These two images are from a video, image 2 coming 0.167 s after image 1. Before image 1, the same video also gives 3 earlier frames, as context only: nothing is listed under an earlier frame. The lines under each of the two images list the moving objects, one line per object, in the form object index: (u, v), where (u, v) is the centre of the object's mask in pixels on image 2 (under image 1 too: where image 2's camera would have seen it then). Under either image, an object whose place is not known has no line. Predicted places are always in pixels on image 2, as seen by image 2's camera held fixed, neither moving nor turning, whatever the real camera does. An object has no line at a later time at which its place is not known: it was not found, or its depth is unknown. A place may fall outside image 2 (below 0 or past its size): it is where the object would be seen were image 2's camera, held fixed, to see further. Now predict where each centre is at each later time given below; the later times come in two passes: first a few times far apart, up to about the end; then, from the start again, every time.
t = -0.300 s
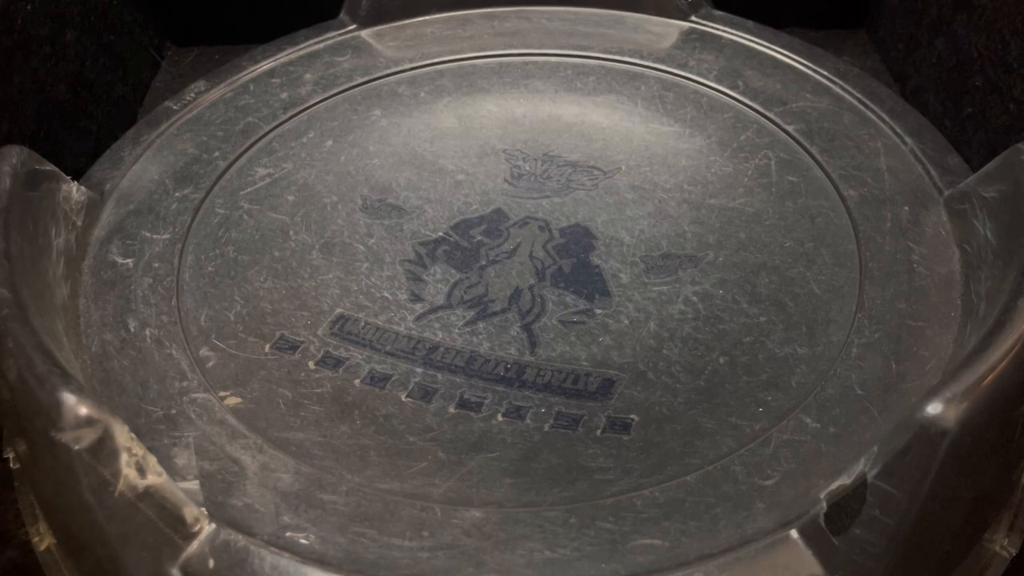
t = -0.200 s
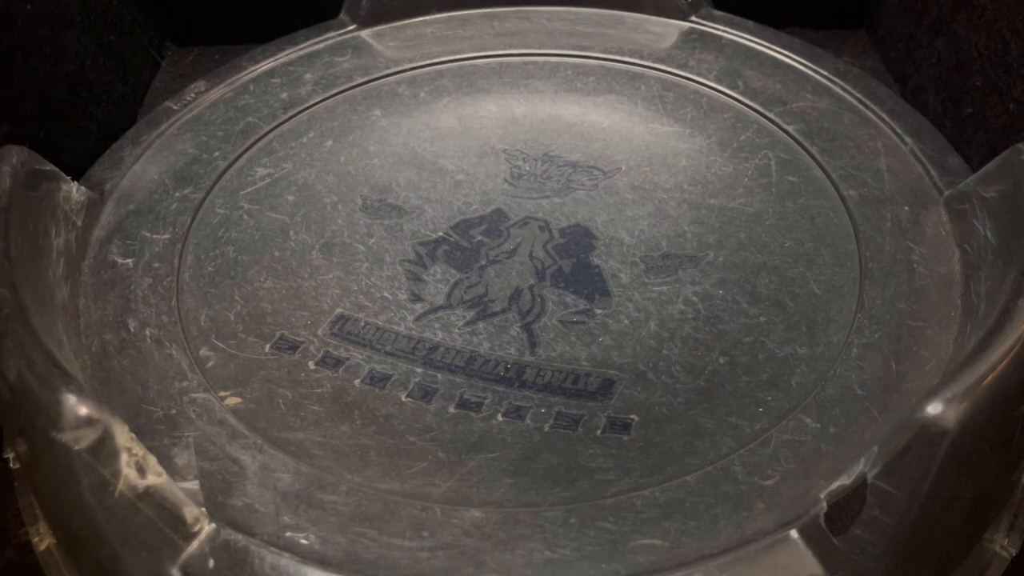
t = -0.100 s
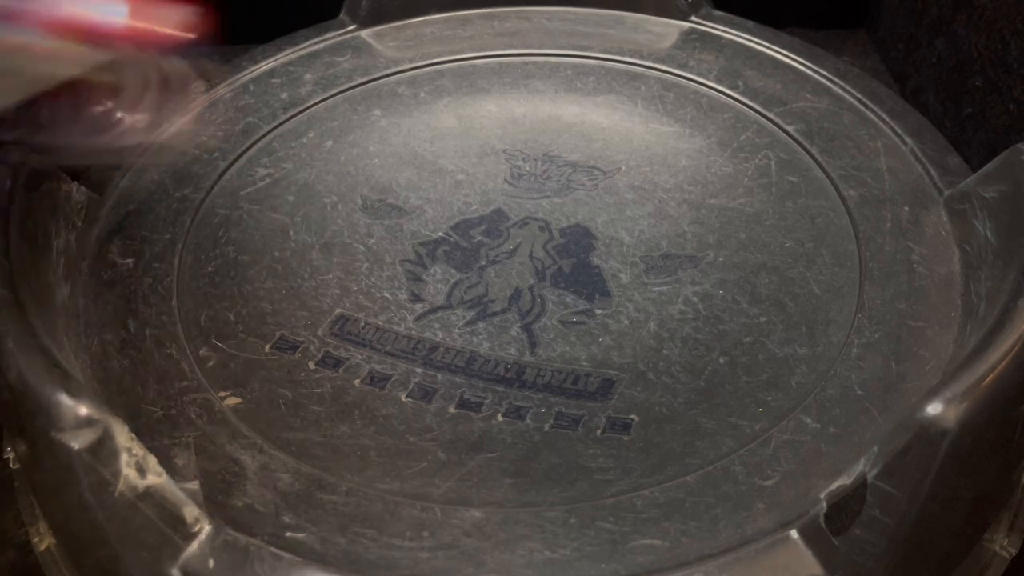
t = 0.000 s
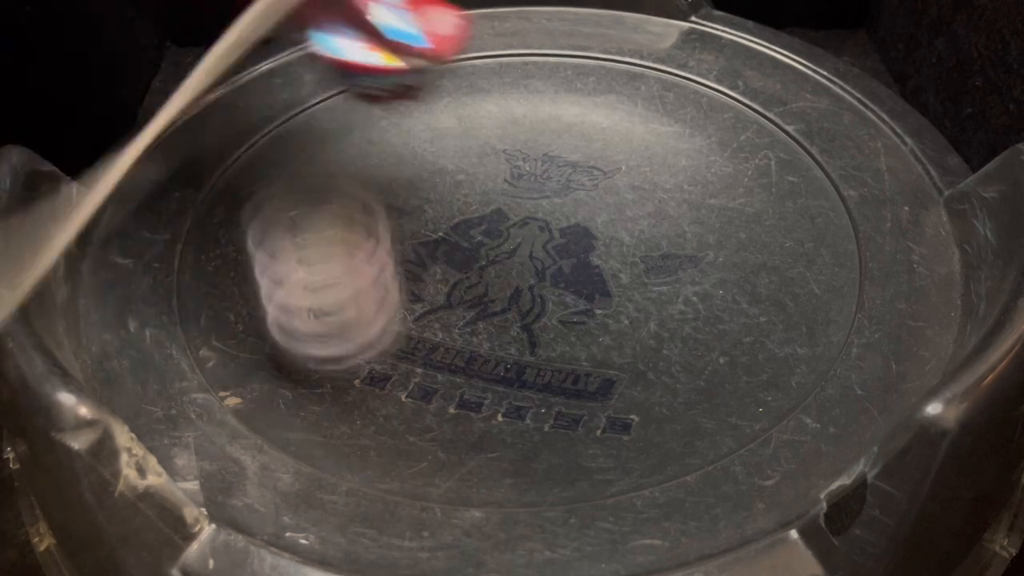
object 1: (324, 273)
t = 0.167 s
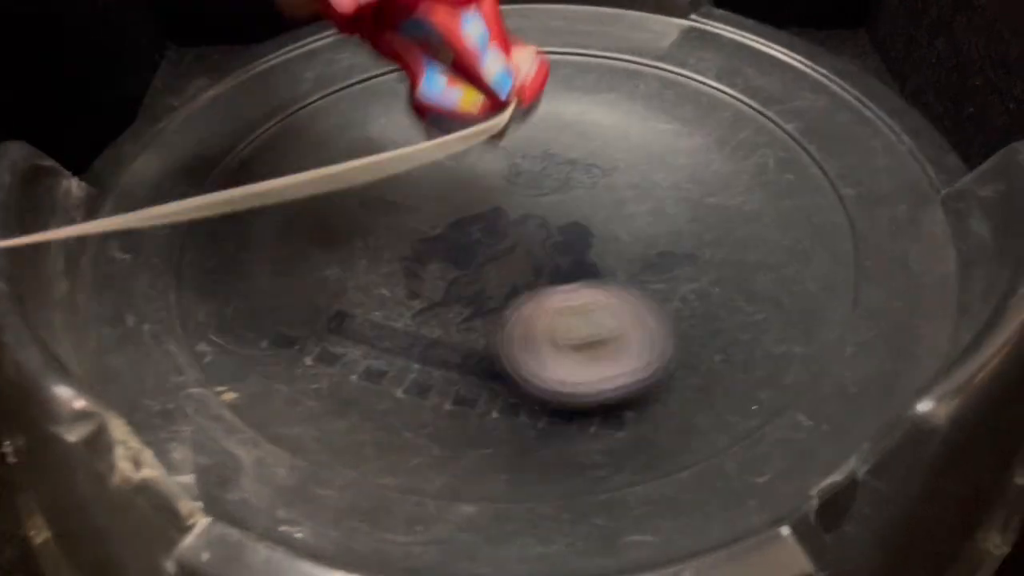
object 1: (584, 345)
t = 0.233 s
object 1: (716, 279)
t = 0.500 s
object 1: (536, 32)
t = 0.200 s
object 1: (653, 319)
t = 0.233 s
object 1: (716, 279)
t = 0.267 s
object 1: (760, 231)
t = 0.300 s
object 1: (783, 182)
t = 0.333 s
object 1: (793, 137)
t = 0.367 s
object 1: (773, 98)
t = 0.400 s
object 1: (728, 70)
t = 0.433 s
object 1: (673, 52)
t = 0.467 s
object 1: (613, 36)
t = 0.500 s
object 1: (536, 32)
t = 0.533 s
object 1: (467, 35)
